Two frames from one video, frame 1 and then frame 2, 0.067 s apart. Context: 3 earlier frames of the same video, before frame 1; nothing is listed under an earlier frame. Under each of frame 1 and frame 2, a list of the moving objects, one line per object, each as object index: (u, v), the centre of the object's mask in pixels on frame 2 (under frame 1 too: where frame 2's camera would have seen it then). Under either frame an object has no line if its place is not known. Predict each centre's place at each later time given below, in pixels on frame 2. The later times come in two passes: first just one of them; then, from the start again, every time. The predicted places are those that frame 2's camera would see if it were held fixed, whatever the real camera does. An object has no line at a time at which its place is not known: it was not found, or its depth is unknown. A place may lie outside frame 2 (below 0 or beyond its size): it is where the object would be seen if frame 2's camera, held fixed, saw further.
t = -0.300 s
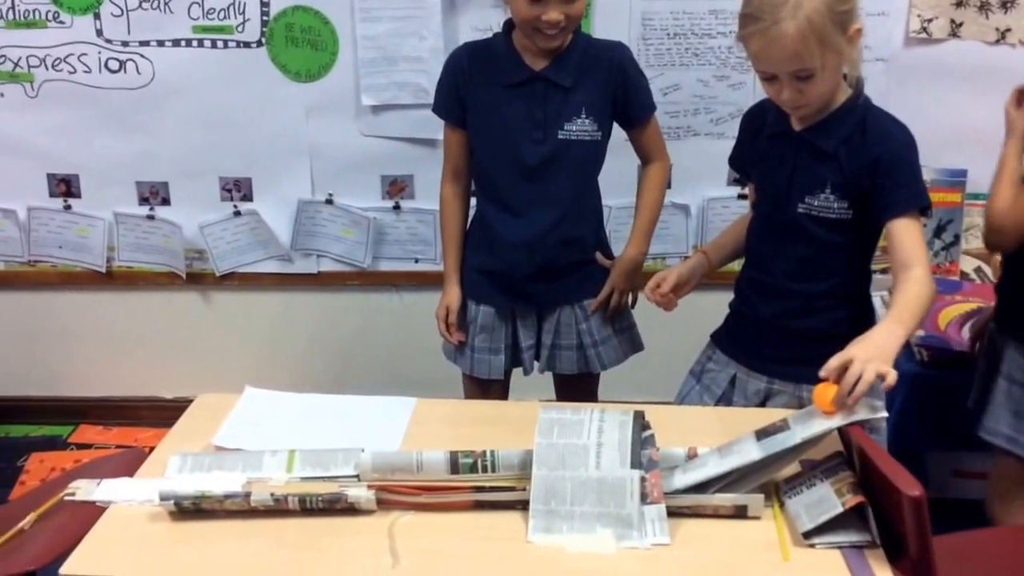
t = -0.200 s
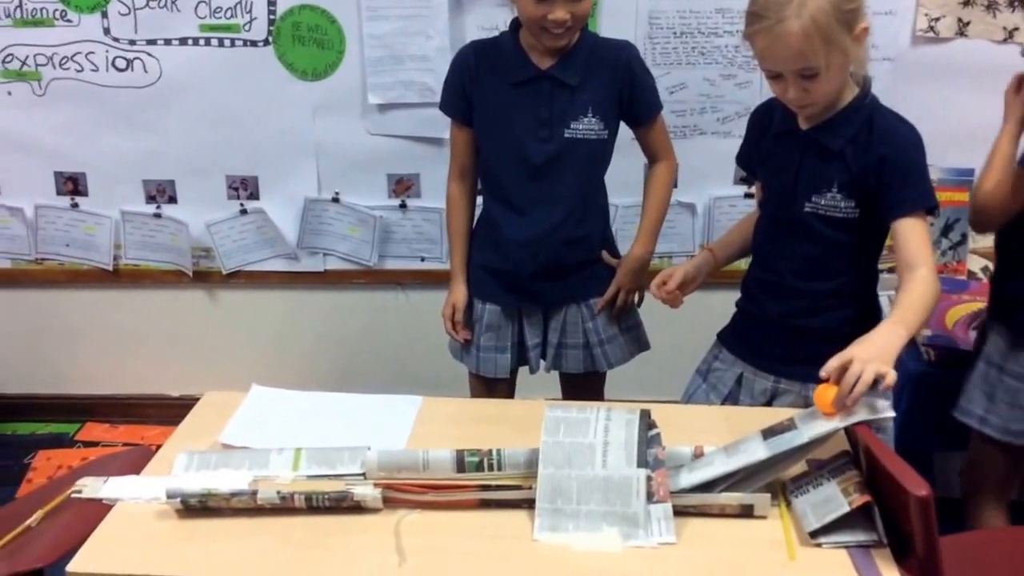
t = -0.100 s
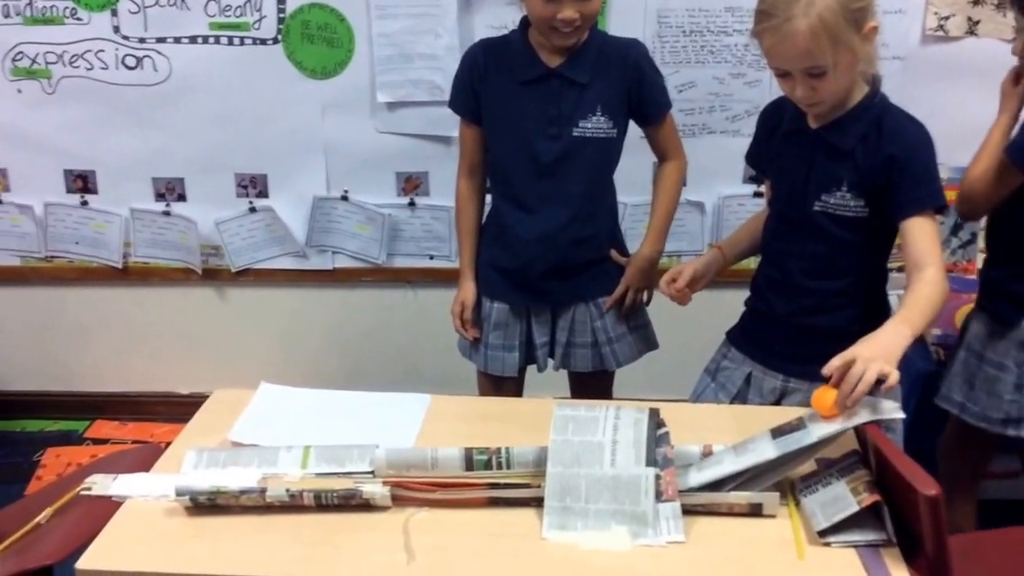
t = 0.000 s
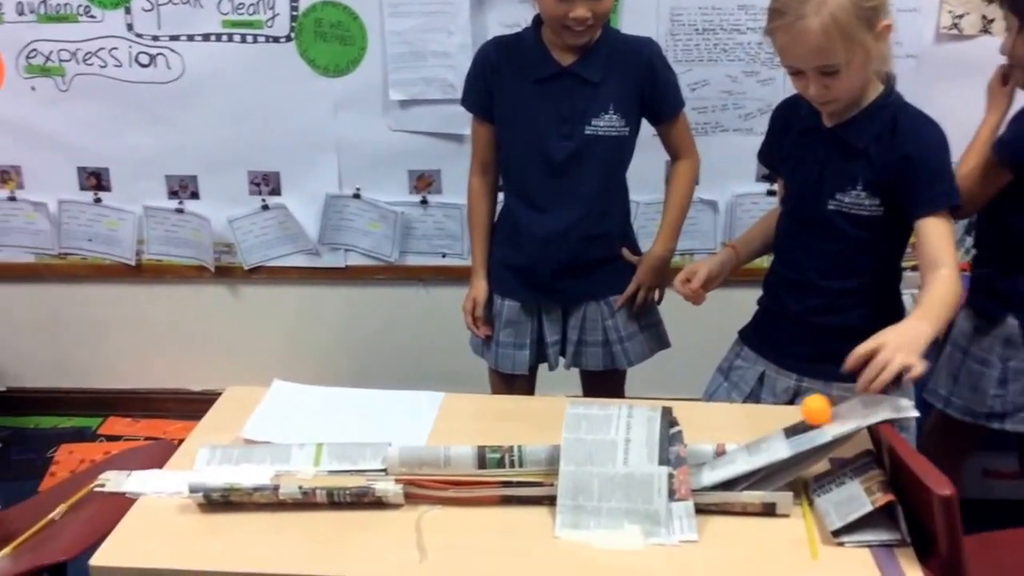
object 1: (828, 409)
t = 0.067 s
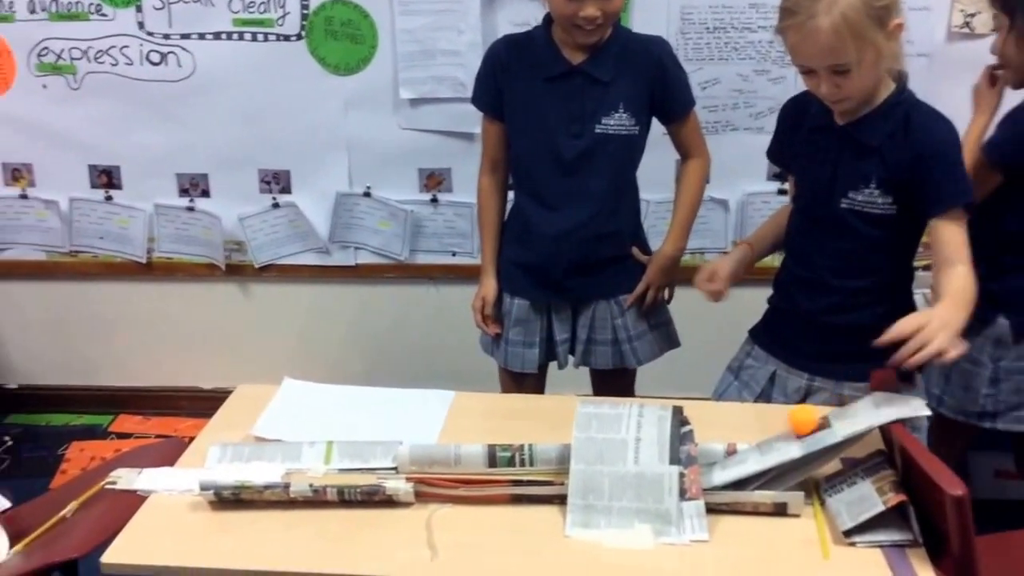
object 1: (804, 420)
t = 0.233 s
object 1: (709, 457)
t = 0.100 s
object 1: (787, 426)
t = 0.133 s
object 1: (770, 432)
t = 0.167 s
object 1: (751, 439)
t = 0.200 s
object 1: (728, 449)
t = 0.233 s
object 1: (709, 457)
